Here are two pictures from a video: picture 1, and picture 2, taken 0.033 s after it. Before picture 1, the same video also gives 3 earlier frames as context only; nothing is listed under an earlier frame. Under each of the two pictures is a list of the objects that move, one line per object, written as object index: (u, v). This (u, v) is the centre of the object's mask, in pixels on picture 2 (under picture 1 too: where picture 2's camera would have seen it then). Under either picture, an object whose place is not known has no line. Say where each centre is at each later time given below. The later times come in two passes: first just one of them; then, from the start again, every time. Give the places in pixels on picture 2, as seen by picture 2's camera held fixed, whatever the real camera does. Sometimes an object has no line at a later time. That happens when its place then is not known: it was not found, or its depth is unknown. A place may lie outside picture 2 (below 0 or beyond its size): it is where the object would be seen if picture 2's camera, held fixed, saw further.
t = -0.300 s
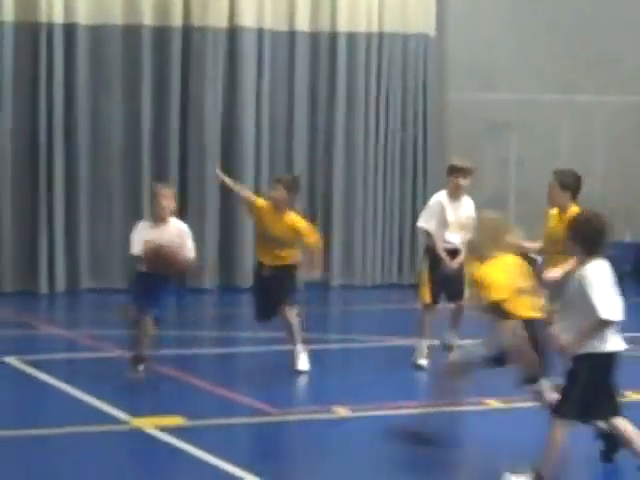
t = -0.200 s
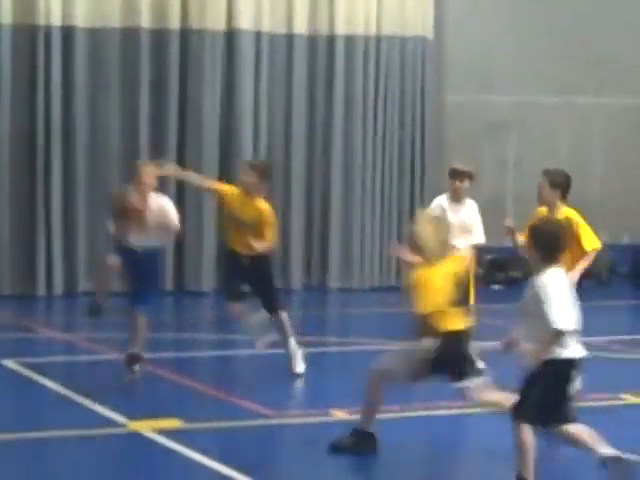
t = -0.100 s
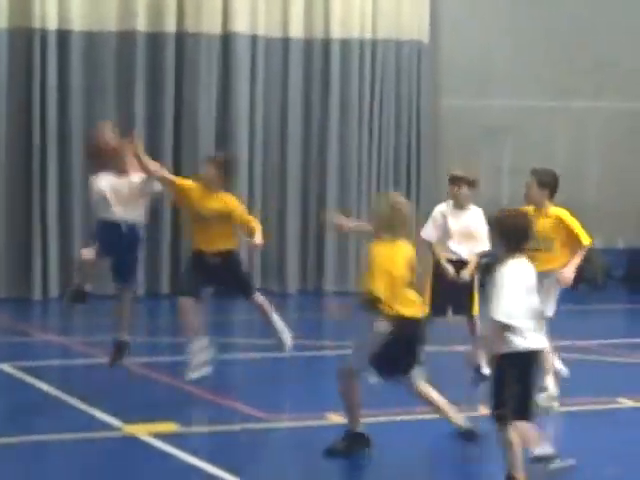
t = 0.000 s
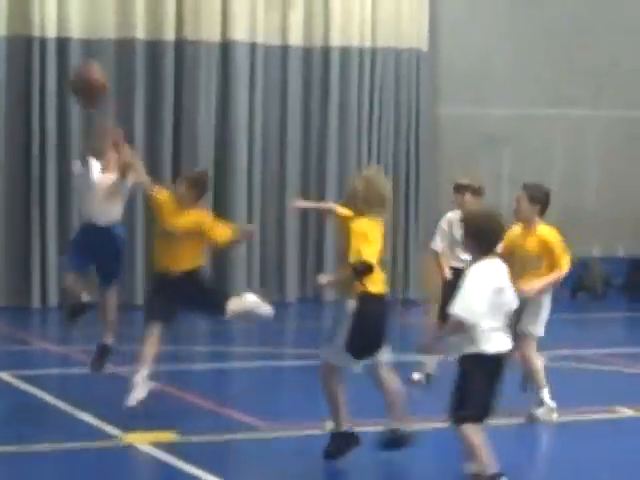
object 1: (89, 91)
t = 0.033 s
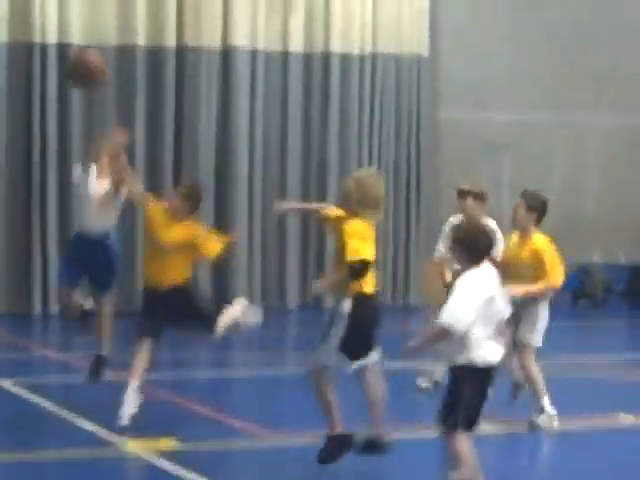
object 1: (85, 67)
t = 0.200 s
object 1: (62, -22)
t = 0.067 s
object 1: (78, 49)
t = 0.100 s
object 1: (75, 30)
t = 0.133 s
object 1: (71, 11)
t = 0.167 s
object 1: (67, -6)
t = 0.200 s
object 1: (62, -22)
